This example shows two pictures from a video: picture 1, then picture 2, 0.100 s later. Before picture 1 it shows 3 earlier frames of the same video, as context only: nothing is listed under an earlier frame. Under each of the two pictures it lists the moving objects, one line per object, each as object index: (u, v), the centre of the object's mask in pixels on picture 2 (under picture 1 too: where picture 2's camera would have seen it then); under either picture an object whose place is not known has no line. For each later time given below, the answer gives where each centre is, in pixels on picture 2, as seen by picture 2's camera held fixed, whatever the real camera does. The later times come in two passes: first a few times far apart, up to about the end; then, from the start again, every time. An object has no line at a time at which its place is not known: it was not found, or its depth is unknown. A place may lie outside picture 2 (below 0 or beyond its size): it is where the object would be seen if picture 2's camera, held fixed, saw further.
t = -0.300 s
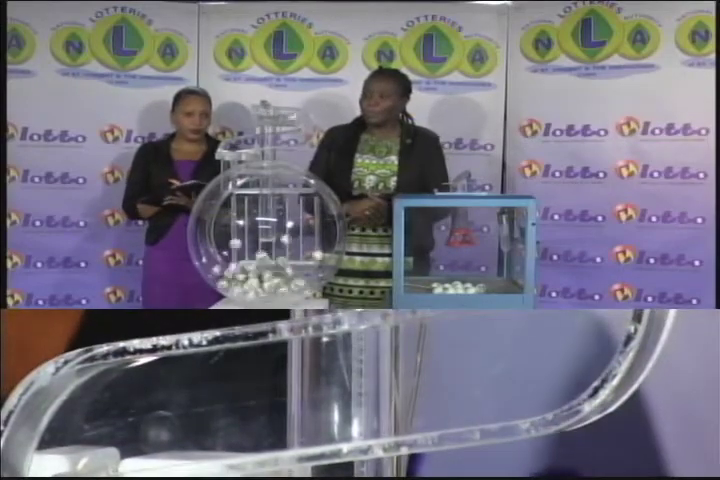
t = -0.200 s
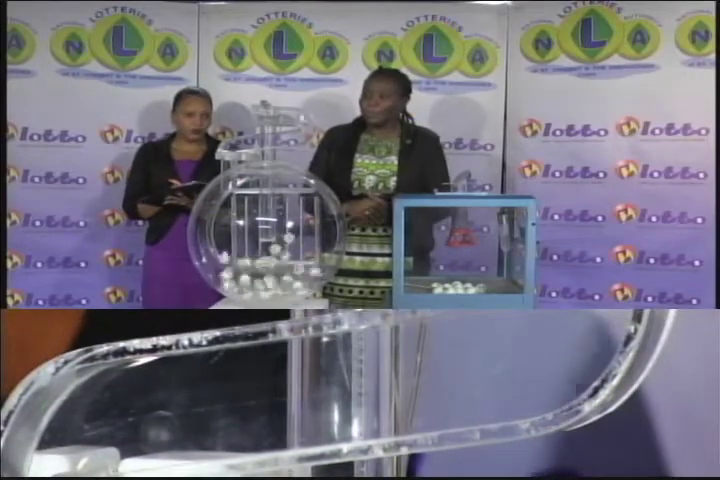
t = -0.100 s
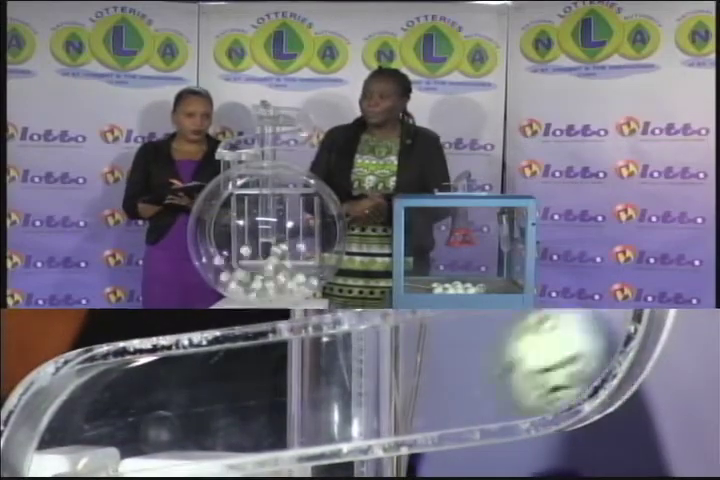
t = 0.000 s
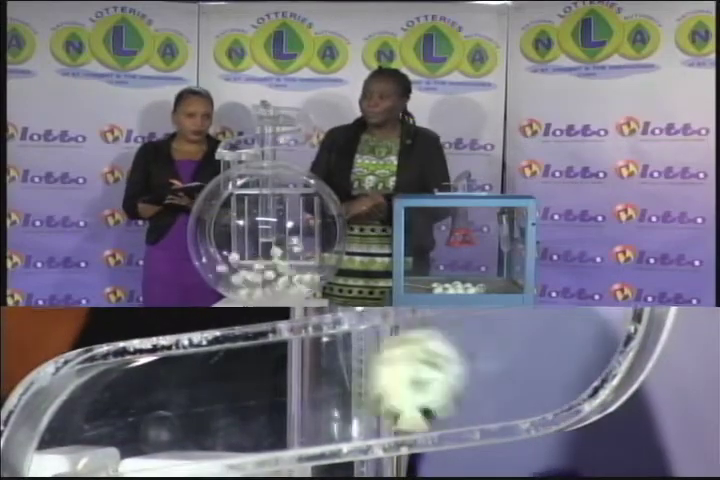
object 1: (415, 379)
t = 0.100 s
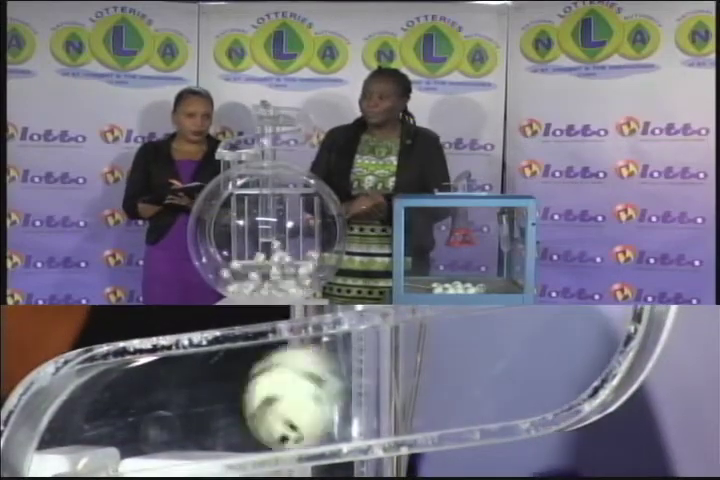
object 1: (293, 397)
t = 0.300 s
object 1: (126, 416)
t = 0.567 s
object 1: (180, 412)
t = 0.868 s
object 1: (107, 422)
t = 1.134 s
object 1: (104, 425)
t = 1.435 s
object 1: (105, 425)
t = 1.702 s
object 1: (105, 425)
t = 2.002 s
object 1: (105, 425)
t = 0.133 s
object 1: (253, 402)
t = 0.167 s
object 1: (216, 406)
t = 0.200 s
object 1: (174, 411)
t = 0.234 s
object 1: (133, 417)
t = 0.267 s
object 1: (103, 422)
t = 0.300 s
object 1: (126, 416)
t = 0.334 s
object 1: (144, 414)
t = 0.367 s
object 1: (155, 413)
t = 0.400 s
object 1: (164, 413)
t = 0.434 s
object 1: (171, 412)
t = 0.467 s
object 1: (176, 411)
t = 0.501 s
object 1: (179, 411)
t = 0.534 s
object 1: (180, 411)
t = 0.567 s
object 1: (180, 412)
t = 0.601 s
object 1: (178, 412)
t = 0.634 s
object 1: (174, 412)
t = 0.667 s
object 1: (168, 413)
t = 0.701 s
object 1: (162, 414)
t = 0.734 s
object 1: (154, 415)
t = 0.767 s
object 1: (144, 416)
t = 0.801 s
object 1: (133, 418)
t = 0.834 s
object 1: (121, 418)
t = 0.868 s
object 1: (107, 422)
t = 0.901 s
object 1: (100, 421)
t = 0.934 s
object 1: (106, 423)
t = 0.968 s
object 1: (106, 423)
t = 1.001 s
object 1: (105, 424)
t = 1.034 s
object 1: (104, 425)
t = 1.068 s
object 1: (104, 425)
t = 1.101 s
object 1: (104, 425)
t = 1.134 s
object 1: (104, 425)
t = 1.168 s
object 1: (104, 425)
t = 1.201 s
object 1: (104, 425)
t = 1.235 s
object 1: (105, 425)
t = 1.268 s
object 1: (104, 425)
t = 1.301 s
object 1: (105, 425)
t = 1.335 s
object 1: (105, 425)
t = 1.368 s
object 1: (105, 425)
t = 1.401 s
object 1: (105, 425)
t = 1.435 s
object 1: (105, 425)
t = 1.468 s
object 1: (105, 425)
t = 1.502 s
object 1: (105, 425)
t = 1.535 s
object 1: (105, 425)
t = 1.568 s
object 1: (105, 425)
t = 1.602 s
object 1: (105, 425)
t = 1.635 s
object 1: (105, 425)
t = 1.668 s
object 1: (105, 425)
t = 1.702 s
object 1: (105, 425)
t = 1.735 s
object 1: (105, 425)
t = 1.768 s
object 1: (105, 425)
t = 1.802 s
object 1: (105, 425)
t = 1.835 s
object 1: (105, 425)
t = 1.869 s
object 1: (105, 425)
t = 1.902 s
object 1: (105, 425)
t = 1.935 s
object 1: (105, 425)
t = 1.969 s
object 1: (105, 425)
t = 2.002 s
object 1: (105, 425)
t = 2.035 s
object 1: (105, 425)
